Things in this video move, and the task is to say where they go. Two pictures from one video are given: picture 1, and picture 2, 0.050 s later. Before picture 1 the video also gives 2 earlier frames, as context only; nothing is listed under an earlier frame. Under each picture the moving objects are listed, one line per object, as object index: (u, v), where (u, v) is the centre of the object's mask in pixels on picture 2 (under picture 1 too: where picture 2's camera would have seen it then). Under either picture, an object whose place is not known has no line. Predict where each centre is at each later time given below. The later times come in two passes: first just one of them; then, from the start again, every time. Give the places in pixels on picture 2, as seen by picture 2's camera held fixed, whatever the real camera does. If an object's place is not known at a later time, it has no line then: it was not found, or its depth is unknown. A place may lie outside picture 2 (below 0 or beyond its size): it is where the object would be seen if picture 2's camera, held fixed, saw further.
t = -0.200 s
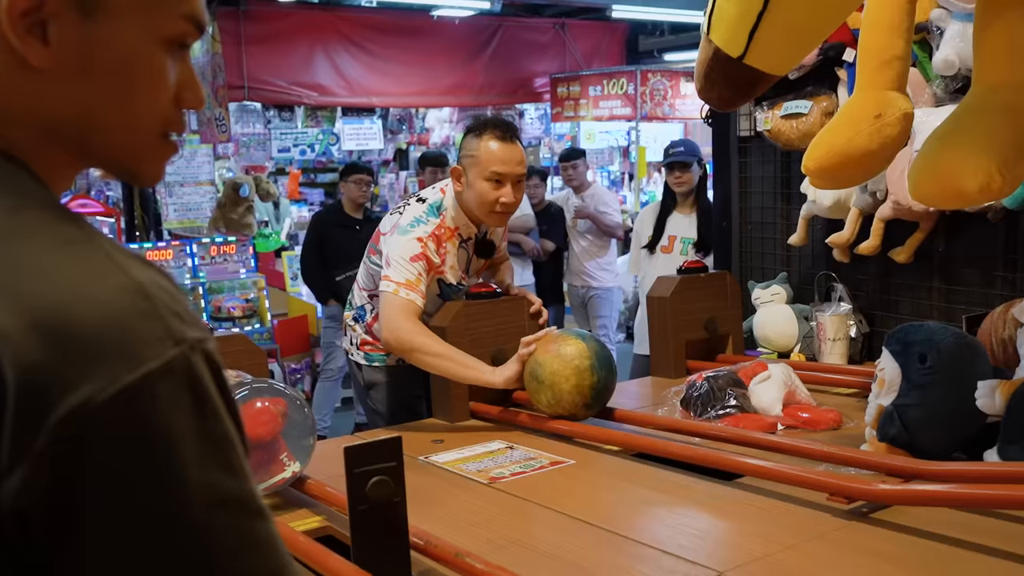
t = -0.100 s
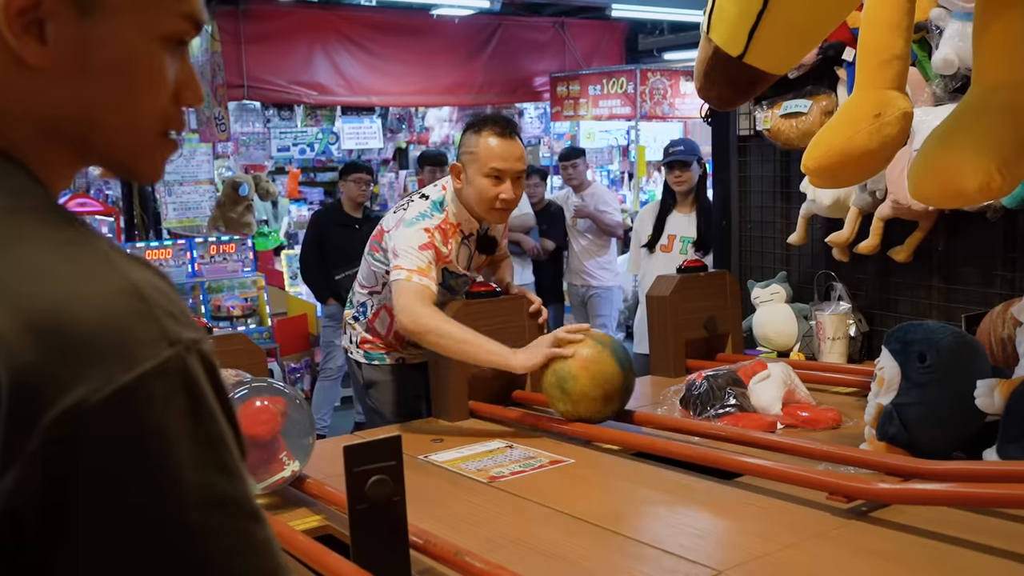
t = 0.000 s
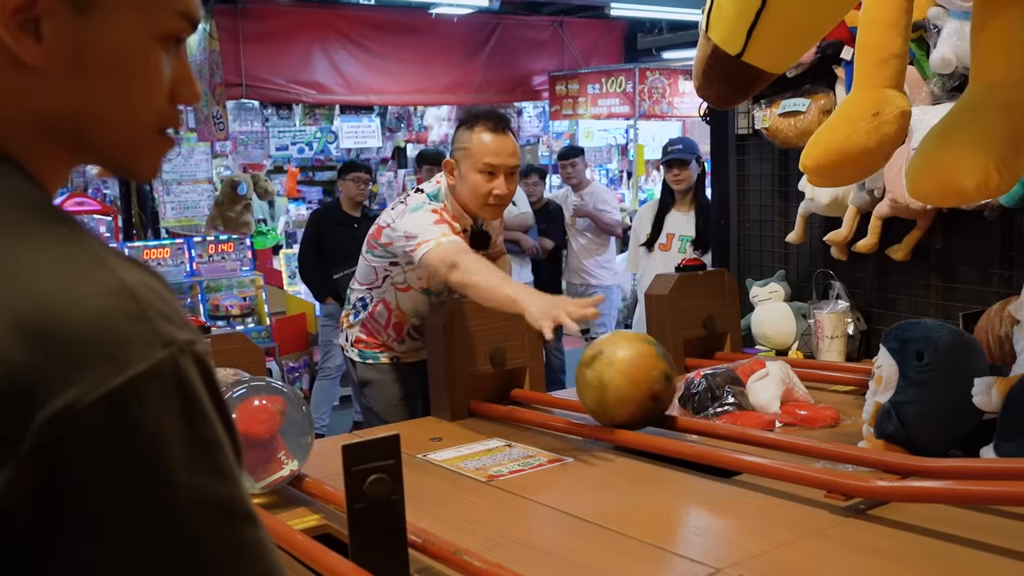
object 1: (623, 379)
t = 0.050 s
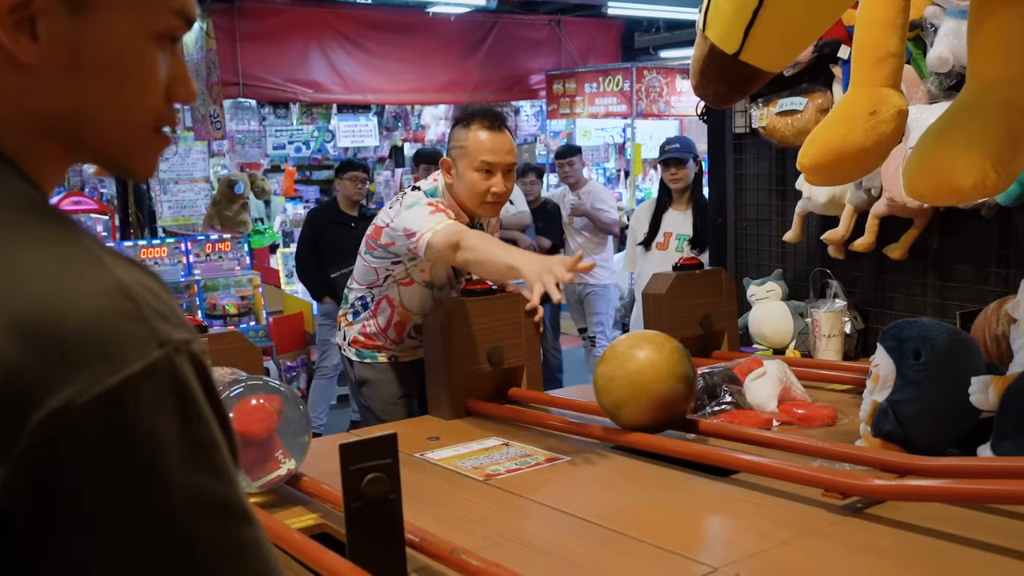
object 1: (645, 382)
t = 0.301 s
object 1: (771, 398)
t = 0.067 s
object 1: (653, 383)
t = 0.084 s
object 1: (661, 384)
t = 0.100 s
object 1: (668, 385)
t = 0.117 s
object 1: (676, 386)
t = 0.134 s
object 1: (685, 387)
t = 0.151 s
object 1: (693, 388)
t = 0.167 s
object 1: (701, 389)
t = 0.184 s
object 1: (710, 390)
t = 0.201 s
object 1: (718, 391)
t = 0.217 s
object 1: (727, 392)
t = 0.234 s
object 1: (736, 393)
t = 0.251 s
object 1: (744, 394)
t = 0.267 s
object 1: (753, 395)
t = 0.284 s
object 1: (762, 397)
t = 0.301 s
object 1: (771, 398)
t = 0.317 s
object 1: (781, 399)
